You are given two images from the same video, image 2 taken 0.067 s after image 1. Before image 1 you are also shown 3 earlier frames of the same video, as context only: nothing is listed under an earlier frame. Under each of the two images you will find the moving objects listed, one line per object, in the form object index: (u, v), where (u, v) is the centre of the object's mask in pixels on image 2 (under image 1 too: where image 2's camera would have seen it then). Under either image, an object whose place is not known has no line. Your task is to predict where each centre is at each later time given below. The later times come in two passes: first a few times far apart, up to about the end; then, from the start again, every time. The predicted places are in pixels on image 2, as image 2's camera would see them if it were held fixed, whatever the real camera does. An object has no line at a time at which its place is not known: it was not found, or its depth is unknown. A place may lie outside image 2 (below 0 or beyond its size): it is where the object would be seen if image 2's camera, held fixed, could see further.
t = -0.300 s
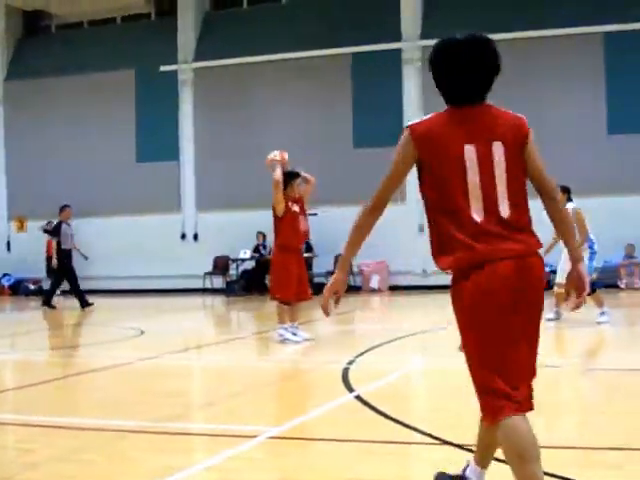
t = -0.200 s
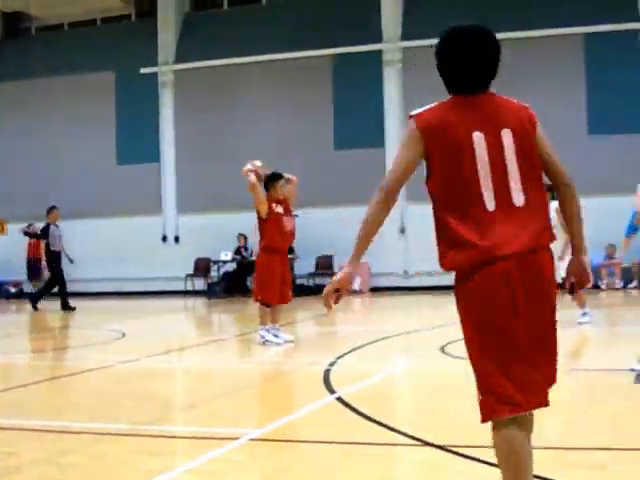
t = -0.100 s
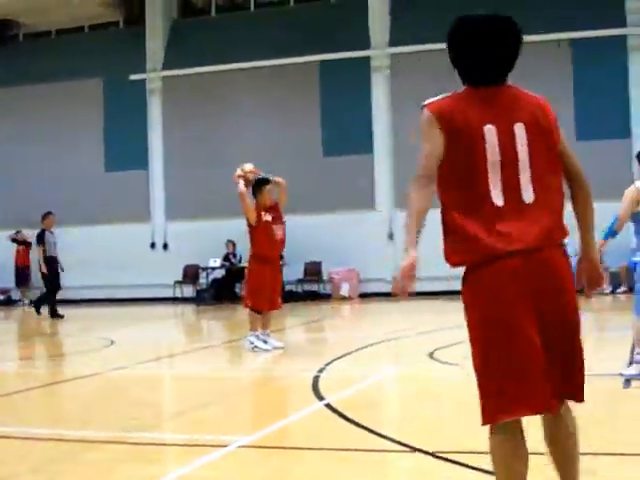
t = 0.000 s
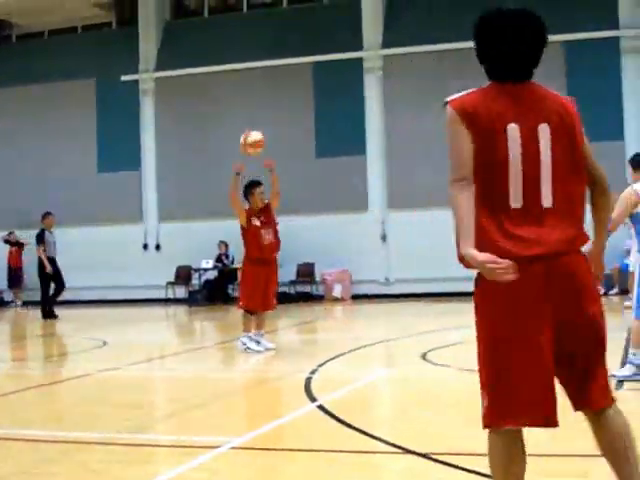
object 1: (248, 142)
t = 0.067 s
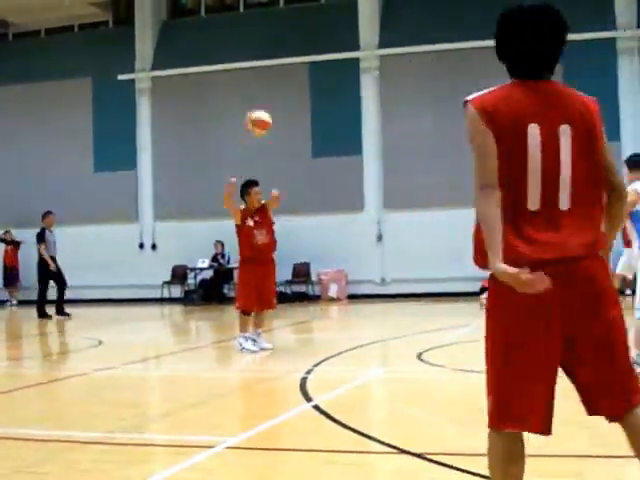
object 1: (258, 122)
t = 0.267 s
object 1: (296, 82)
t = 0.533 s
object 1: (391, 118)
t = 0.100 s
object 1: (264, 113)
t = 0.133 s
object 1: (269, 105)
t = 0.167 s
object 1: (275, 97)
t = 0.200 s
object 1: (281, 91)
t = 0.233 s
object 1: (288, 86)
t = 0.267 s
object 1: (296, 82)
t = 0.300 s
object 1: (303, 80)
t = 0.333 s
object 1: (312, 79)
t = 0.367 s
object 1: (322, 79)
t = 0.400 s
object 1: (333, 81)
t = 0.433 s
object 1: (344, 86)
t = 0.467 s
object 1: (357, 93)
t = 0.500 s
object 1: (372, 103)
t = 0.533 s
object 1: (391, 118)
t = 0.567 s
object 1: (408, 136)
